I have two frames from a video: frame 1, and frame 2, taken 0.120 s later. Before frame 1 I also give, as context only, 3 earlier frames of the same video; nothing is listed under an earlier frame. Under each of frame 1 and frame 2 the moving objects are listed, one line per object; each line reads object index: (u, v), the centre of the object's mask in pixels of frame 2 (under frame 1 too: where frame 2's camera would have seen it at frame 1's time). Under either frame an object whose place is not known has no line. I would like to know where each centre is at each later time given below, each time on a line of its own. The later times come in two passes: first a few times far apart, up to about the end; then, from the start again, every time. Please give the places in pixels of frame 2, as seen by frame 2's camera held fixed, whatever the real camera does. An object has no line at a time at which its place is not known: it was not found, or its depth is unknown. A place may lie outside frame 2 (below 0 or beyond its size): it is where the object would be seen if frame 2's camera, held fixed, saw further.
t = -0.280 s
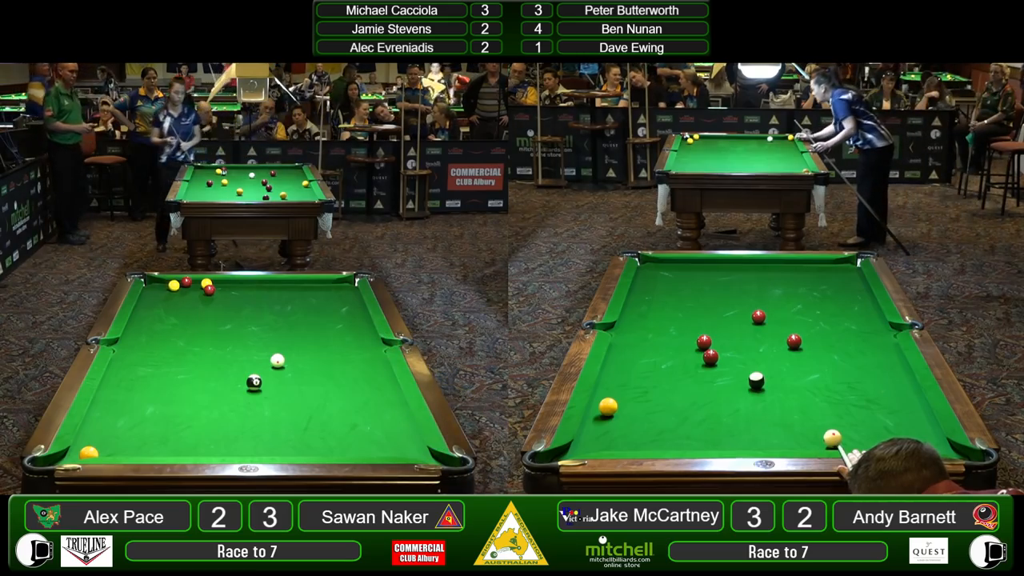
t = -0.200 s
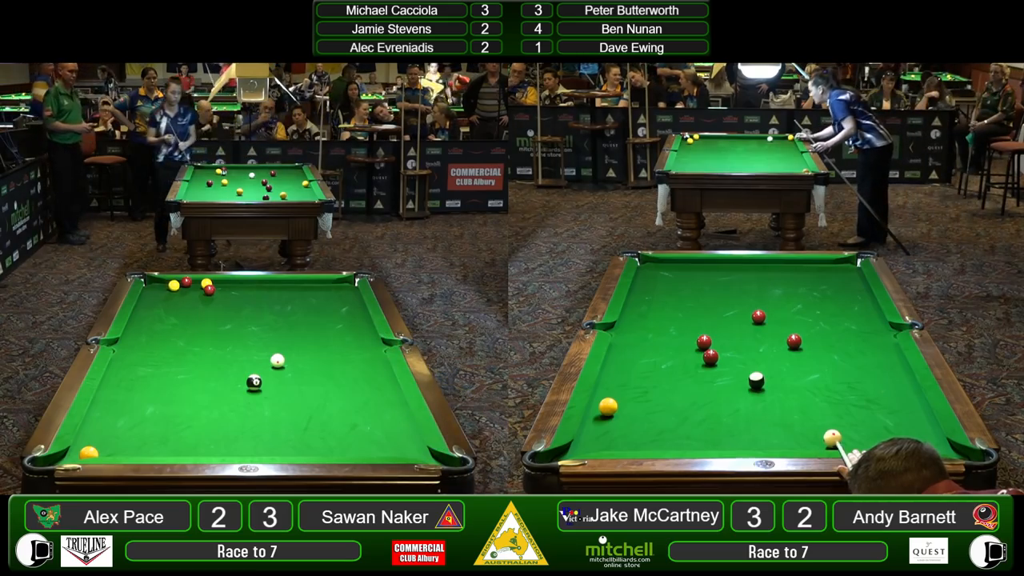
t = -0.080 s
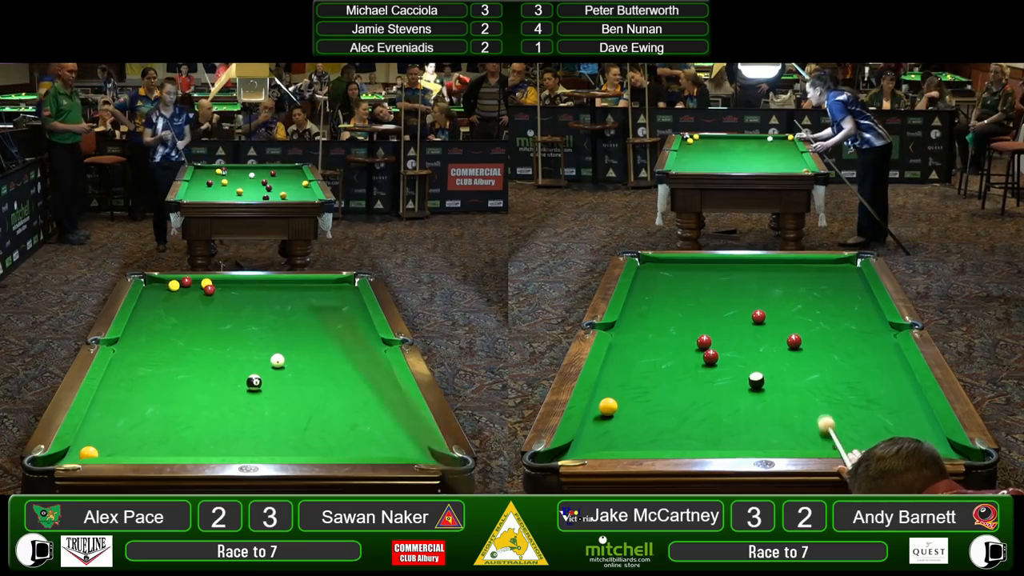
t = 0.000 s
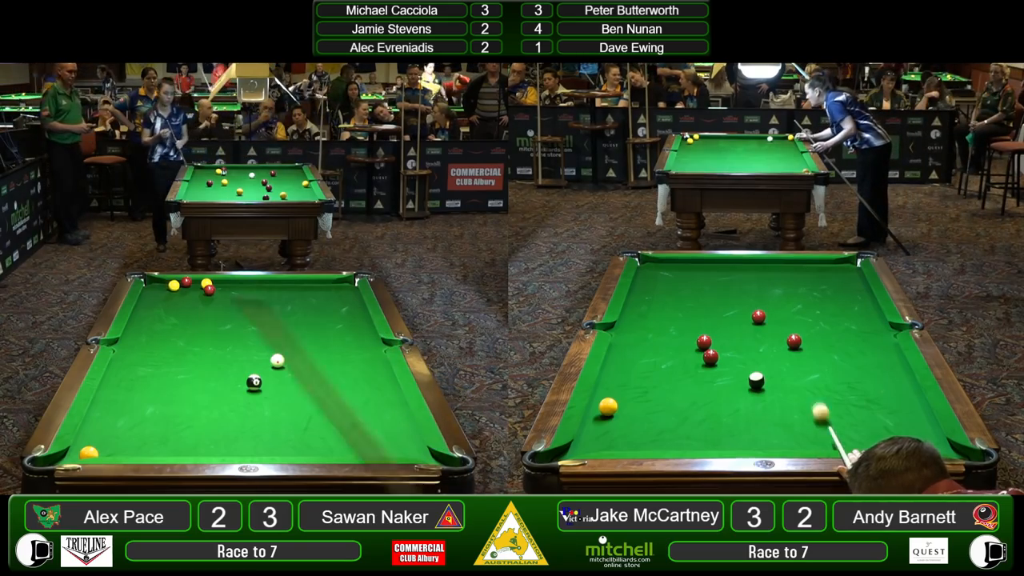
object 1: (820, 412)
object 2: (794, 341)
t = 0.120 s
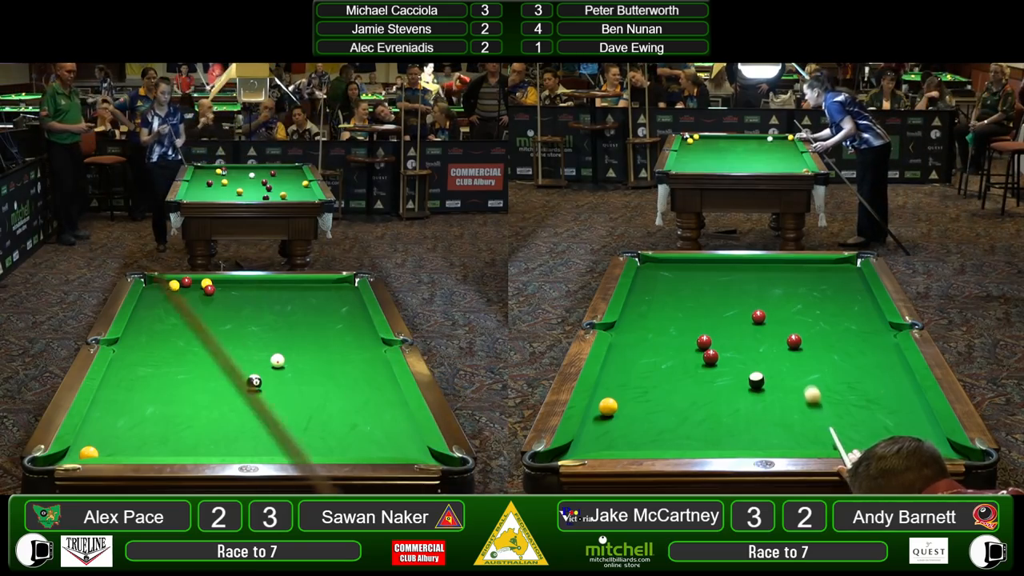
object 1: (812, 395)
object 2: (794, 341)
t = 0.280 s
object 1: (803, 374)
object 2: (794, 341)
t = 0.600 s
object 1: (782, 345)
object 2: (797, 337)
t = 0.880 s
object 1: (754, 338)
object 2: (808, 324)
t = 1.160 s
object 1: (729, 331)
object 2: (817, 313)
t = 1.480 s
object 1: (703, 324)
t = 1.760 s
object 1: (683, 318)
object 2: (834, 294)
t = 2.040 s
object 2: (840, 287)
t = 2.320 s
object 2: (845, 281)
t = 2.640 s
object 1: (636, 305)
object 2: (851, 275)
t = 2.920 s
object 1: (633, 302)
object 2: (855, 270)
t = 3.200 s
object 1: (640, 301)
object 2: (852, 266)
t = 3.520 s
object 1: (646, 299)
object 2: (848, 263)
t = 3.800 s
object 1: (649, 298)
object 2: (843, 261)
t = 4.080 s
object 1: (651, 298)
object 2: (844, 261)
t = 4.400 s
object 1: (651, 298)
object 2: (846, 261)
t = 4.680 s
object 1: (651, 298)
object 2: (847, 262)
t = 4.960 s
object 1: (651, 298)
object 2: (847, 262)
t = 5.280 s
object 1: (651, 298)
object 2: (847, 262)
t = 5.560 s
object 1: (651, 298)
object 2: (847, 262)
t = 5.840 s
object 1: (651, 298)
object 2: (847, 262)
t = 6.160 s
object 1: (651, 298)
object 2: (847, 262)
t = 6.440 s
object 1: (651, 298)
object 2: (847, 262)
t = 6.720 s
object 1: (651, 298)
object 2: (847, 262)
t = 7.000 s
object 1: (651, 298)
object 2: (847, 262)
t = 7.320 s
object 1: (651, 298)
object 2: (847, 262)
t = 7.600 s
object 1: (651, 298)
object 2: (847, 262)
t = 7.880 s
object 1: (651, 298)
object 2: (847, 262)
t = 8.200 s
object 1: (651, 298)
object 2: (847, 262)
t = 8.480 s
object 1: (651, 298)
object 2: (847, 262)
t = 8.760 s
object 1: (651, 298)
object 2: (847, 262)
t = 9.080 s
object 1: (651, 298)
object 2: (847, 262)
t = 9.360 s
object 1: (651, 298)
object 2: (847, 262)
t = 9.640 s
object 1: (651, 298)
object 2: (847, 262)
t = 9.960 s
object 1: (651, 298)
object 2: (847, 262)
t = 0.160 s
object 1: (810, 389)
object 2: (794, 341)
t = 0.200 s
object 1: (807, 384)
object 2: (794, 341)
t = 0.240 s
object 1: (805, 379)
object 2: (794, 341)
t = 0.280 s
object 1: (803, 374)
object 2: (794, 341)
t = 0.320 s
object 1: (800, 369)
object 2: (794, 341)
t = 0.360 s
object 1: (798, 365)
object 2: (794, 341)
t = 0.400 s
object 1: (796, 360)
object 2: (794, 341)
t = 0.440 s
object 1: (794, 356)
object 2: (794, 340)
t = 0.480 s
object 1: (792, 352)
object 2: (794, 339)
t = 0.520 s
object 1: (790, 348)
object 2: (795, 338)
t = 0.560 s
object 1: (786, 346)
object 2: (796, 338)
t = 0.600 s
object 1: (782, 345)
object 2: (797, 337)
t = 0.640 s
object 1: (778, 344)
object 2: (799, 335)
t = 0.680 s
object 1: (773, 343)
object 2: (801, 333)
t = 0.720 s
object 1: (769, 342)
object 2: (802, 331)
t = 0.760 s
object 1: (765, 341)
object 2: (804, 329)
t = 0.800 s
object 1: (761, 340)
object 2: (805, 327)
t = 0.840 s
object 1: (757, 339)
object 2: (807, 326)
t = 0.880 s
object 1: (754, 338)
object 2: (808, 324)
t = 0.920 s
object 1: (750, 336)
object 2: (810, 323)
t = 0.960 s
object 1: (746, 336)
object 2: (811, 321)
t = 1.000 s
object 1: (742, 334)
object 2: (812, 319)
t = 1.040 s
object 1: (739, 333)
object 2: (814, 318)
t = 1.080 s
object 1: (736, 332)
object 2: (815, 316)
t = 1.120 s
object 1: (732, 331)
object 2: (816, 315)
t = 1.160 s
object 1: (729, 331)
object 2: (817, 313)
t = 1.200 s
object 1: (726, 330)
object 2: (819, 312)
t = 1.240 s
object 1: (722, 329)
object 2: (820, 311)
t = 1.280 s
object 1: (718, 328)
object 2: (821, 308)
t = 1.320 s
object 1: (715, 327)
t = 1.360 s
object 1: (712, 326)
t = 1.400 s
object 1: (709, 325)
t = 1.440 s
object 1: (706, 325)
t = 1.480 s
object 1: (703, 324)
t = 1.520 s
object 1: (700, 323)
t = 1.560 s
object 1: (697, 322)
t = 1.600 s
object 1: (695, 321)
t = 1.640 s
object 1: (692, 320)
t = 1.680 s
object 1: (689, 320)
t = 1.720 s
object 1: (686, 319)
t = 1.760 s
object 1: (683, 318)
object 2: (834, 294)
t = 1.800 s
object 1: (681, 317)
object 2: (835, 293)
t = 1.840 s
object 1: (678, 317)
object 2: (836, 292)
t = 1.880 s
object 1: (676, 316)
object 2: (837, 291)
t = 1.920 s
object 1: (674, 315)
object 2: (837, 290)
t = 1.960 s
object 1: (671, 312)
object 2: (838, 289)
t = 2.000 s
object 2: (839, 288)
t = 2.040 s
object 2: (840, 287)
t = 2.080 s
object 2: (841, 286)
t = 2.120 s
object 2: (842, 286)
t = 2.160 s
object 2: (842, 284)
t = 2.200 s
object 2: (843, 284)
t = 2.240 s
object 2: (844, 283)
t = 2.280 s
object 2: (844, 282)
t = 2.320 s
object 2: (845, 281)
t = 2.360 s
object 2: (846, 280)
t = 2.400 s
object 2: (847, 280)
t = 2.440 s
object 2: (848, 279)
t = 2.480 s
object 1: (645, 306)
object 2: (848, 278)
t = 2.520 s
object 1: (641, 306)
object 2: (849, 277)
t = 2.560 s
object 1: (640, 306)
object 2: (849, 276)
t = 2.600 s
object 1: (638, 305)
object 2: (850, 275)
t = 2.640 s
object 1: (636, 305)
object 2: (851, 275)
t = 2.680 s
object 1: (634, 304)
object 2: (852, 274)
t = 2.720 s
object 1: (633, 304)
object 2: (852, 273)
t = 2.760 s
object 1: (631, 304)
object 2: (853, 272)
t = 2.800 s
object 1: (630, 303)
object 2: (853, 272)
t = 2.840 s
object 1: (631, 303)
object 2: (854, 271)
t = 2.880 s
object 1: (632, 303)
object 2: (854, 271)
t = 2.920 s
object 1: (633, 302)
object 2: (855, 270)
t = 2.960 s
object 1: (634, 302)
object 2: (856, 269)
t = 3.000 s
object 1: (635, 302)
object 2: (856, 269)
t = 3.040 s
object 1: (636, 301)
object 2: (855, 268)
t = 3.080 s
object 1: (637, 301)
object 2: (854, 268)
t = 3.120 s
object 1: (638, 301)
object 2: (853, 267)
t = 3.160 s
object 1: (639, 301)
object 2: (852, 267)
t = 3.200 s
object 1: (640, 301)
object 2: (852, 266)
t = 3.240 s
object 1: (640, 300)
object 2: (851, 266)
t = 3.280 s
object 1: (642, 300)
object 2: (851, 265)
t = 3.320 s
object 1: (642, 300)
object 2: (850, 265)
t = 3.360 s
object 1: (643, 300)
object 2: (850, 264)
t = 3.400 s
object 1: (644, 300)
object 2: (849, 264)
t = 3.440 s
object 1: (644, 299)
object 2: (848, 264)
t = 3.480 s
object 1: (645, 299)
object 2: (848, 263)
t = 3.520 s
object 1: (646, 299)
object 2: (848, 263)
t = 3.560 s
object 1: (646, 299)
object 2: (847, 263)
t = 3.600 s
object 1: (647, 299)
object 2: (846, 262)
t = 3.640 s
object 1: (647, 299)
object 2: (845, 262)
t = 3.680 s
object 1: (648, 299)
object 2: (845, 262)
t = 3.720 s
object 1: (648, 298)
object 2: (844, 261)
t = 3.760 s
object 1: (649, 299)
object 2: (844, 261)
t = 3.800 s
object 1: (649, 298)
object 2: (843, 261)
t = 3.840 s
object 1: (650, 298)
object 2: (843, 260)
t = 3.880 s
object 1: (650, 298)
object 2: (843, 260)
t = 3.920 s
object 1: (650, 298)
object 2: (843, 260)
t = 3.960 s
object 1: (650, 298)
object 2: (844, 260)
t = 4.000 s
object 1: (650, 298)
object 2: (844, 260)
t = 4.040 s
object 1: (651, 298)
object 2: (844, 261)
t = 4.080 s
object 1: (651, 298)
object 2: (844, 261)
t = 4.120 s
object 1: (651, 298)
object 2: (845, 261)
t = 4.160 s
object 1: (651, 298)
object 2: (845, 261)
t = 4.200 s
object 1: (651, 298)
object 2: (845, 261)
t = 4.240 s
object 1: (651, 298)
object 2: (845, 261)
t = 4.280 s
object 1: (651, 298)
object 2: (845, 261)
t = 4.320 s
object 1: (651, 298)
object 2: (846, 261)
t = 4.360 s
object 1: (651, 298)
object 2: (846, 261)
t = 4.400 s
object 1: (651, 298)
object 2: (846, 261)
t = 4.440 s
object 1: (651, 298)
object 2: (846, 262)
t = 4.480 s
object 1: (651, 298)
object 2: (846, 262)
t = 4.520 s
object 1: (651, 298)
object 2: (846, 261)
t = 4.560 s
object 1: (651, 298)
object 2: (846, 262)
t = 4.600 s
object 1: (651, 298)
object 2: (846, 262)
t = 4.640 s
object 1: (651, 298)
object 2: (847, 262)
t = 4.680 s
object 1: (651, 298)
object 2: (847, 262)
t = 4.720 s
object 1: (651, 298)
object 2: (847, 262)
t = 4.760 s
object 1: (651, 298)
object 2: (847, 262)
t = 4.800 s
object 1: (651, 298)
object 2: (847, 262)
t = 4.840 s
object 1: (651, 298)
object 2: (847, 262)
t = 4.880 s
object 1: (651, 298)
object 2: (847, 262)
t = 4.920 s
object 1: (651, 298)
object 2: (846, 262)
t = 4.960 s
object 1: (651, 298)
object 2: (847, 262)
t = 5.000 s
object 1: (651, 298)
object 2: (847, 262)
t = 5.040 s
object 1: (651, 298)
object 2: (847, 262)
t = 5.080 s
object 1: (651, 298)
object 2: (847, 262)
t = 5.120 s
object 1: (651, 298)
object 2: (847, 262)
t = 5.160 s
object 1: (651, 298)
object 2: (847, 262)
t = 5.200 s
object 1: (651, 298)
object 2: (847, 262)
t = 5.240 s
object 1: (651, 298)
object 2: (847, 262)
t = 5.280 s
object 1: (651, 298)
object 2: (847, 262)
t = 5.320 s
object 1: (651, 298)
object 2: (847, 262)
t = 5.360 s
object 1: (651, 298)
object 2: (847, 262)
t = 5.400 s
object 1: (651, 298)
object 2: (847, 262)
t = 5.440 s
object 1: (651, 298)
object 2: (847, 262)
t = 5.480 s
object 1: (651, 298)
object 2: (847, 262)
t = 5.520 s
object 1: (651, 298)
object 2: (847, 262)
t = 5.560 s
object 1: (651, 298)
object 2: (847, 262)
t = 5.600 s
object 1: (651, 298)
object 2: (847, 262)
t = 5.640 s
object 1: (651, 298)
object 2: (847, 262)
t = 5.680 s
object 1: (651, 298)
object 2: (847, 262)
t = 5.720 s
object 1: (651, 298)
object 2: (847, 262)
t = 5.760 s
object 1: (651, 298)
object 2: (847, 262)
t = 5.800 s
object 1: (651, 298)
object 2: (847, 262)
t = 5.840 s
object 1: (651, 298)
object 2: (847, 262)
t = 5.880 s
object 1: (651, 298)
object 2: (847, 262)
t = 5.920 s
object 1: (651, 298)
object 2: (847, 262)
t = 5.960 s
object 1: (651, 298)
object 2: (847, 262)
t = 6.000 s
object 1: (651, 298)
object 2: (847, 262)
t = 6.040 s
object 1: (651, 298)
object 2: (847, 262)
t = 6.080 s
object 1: (651, 298)
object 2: (847, 262)
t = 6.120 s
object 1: (651, 298)
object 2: (847, 262)
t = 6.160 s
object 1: (651, 298)
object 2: (847, 262)
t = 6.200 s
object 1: (651, 298)
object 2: (847, 262)
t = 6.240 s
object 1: (651, 298)
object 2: (847, 262)
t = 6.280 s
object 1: (651, 298)
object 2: (847, 262)
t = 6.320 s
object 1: (651, 298)
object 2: (847, 262)
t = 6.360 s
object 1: (651, 298)
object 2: (847, 262)
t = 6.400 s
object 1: (651, 298)
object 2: (847, 262)
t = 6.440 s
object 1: (651, 298)
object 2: (847, 262)
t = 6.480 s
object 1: (651, 298)
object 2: (847, 262)
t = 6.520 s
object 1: (651, 298)
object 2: (847, 262)
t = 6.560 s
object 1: (651, 298)
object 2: (847, 262)
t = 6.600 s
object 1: (651, 298)
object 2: (847, 262)
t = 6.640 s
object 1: (651, 298)
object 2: (847, 262)
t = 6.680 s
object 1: (651, 298)
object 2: (847, 262)
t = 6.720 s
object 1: (651, 298)
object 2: (847, 262)
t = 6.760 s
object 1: (651, 298)
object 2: (847, 262)
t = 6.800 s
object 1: (651, 298)
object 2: (847, 262)
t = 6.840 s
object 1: (651, 298)
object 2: (847, 262)
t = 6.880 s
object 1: (651, 298)
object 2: (847, 262)
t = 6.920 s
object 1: (651, 298)
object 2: (847, 262)
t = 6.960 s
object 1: (651, 298)
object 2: (847, 262)
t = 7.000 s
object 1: (651, 298)
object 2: (847, 262)
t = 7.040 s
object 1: (651, 298)
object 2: (847, 262)
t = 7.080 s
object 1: (651, 298)
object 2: (847, 262)
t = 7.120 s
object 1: (651, 298)
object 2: (847, 262)
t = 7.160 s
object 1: (651, 298)
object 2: (847, 262)
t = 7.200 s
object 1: (651, 298)
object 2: (847, 262)
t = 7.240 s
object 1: (651, 298)
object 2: (847, 262)
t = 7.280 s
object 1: (651, 298)
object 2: (847, 262)
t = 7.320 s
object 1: (651, 298)
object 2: (847, 262)
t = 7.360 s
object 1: (651, 298)
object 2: (847, 262)
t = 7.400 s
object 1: (651, 298)
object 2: (847, 262)
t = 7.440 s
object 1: (651, 298)
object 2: (847, 262)
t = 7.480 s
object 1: (651, 298)
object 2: (847, 262)
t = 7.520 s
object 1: (651, 298)
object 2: (847, 262)
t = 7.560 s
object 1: (651, 298)
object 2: (847, 262)
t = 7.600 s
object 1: (651, 298)
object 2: (847, 262)
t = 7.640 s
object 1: (651, 298)
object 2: (847, 262)
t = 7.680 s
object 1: (651, 298)
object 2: (847, 262)
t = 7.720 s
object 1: (651, 298)
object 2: (847, 262)
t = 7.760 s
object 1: (651, 298)
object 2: (847, 262)
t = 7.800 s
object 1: (651, 298)
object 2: (847, 262)
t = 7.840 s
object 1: (651, 298)
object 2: (847, 262)
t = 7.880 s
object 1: (651, 298)
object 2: (847, 262)
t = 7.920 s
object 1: (651, 298)
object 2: (847, 262)
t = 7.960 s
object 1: (651, 298)
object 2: (847, 262)
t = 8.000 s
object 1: (651, 298)
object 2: (847, 262)
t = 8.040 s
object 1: (651, 298)
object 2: (847, 262)
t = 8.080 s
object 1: (651, 298)
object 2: (847, 262)
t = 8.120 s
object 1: (651, 298)
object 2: (847, 262)
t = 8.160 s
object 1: (651, 298)
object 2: (847, 262)
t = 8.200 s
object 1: (651, 298)
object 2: (847, 262)
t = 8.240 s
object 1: (651, 298)
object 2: (847, 262)
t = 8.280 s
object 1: (651, 298)
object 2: (847, 262)
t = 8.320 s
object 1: (651, 298)
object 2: (847, 262)
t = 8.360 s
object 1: (651, 298)
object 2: (847, 262)
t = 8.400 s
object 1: (651, 298)
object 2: (847, 262)
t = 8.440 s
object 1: (651, 298)
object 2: (847, 262)
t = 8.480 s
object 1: (651, 298)
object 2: (847, 262)
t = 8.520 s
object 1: (651, 298)
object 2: (847, 262)
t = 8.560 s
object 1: (651, 298)
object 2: (847, 262)
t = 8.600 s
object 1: (651, 298)
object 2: (847, 262)
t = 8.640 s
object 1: (651, 298)
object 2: (847, 262)
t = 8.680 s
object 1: (651, 298)
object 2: (847, 262)
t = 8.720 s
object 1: (651, 298)
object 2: (847, 262)
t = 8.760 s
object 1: (651, 298)
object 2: (847, 262)
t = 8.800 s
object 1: (651, 298)
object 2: (847, 262)
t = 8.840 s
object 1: (651, 298)
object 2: (847, 262)
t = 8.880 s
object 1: (651, 298)
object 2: (847, 262)
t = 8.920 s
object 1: (651, 298)
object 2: (847, 262)
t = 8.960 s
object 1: (651, 298)
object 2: (847, 262)
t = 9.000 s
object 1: (651, 298)
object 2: (847, 262)
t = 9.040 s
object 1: (651, 298)
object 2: (847, 262)
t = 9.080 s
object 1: (651, 298)
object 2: (847, 262)
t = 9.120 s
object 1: (651, 298)
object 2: (847, 262)
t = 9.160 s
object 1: (651, 298)
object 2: (847, 262)
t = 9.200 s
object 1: (651, 298)
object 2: (847, 262)
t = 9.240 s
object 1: (651, 298)
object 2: (847, 261)
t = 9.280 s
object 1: (651, 298)
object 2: (847, 261)
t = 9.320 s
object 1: (651, 298)
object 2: (847, 262)
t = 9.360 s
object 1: (651, 298)
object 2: (847, 262)
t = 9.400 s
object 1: (651, 298)
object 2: (847, 262)
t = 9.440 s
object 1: (651, 298)
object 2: (847, 261)
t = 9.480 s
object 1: (651, 298)
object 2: (847, 262)
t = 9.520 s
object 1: (651, 298)
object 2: (847, 261)
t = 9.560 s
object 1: (651, 298)
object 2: (847, 262)
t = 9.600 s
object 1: (651, 298)
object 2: (847, 261)
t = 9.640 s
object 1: (651, 298)
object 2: (847, 262)
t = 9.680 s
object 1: (651, 298)
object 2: (847, 262)
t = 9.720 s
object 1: (651, 298)
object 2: (847, 262)
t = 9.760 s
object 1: (651, 298)
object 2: (847, 262)
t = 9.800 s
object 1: (651, 298)
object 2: (847, 262)
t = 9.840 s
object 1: (651, 298)
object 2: (847, 261)
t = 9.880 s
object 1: (651, 298)
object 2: (847, 262)
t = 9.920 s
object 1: (651, 298)
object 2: (847, 262)
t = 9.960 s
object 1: (651, 298)
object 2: (847, 262)
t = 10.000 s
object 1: (651, 298)
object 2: (847, 262)
